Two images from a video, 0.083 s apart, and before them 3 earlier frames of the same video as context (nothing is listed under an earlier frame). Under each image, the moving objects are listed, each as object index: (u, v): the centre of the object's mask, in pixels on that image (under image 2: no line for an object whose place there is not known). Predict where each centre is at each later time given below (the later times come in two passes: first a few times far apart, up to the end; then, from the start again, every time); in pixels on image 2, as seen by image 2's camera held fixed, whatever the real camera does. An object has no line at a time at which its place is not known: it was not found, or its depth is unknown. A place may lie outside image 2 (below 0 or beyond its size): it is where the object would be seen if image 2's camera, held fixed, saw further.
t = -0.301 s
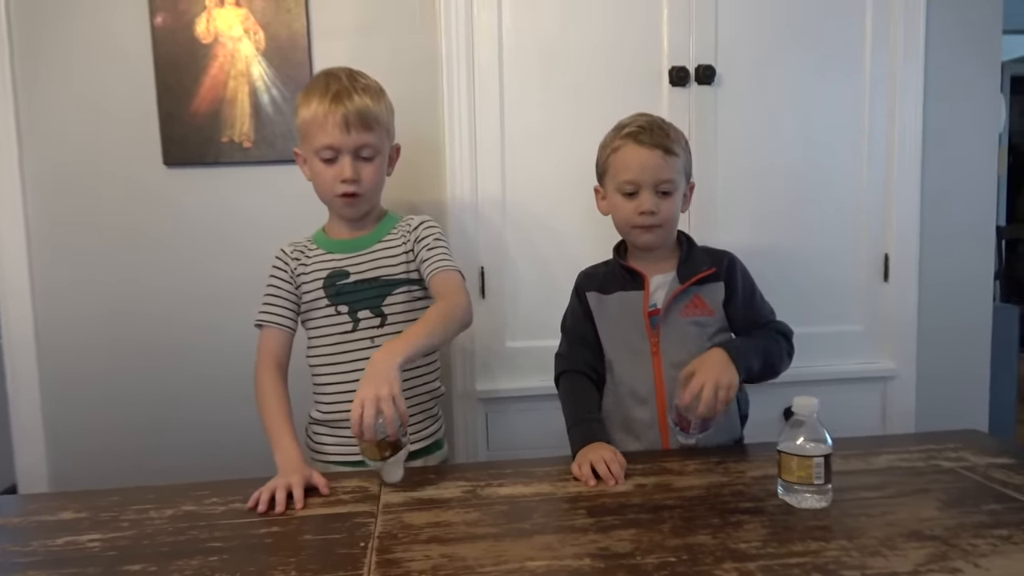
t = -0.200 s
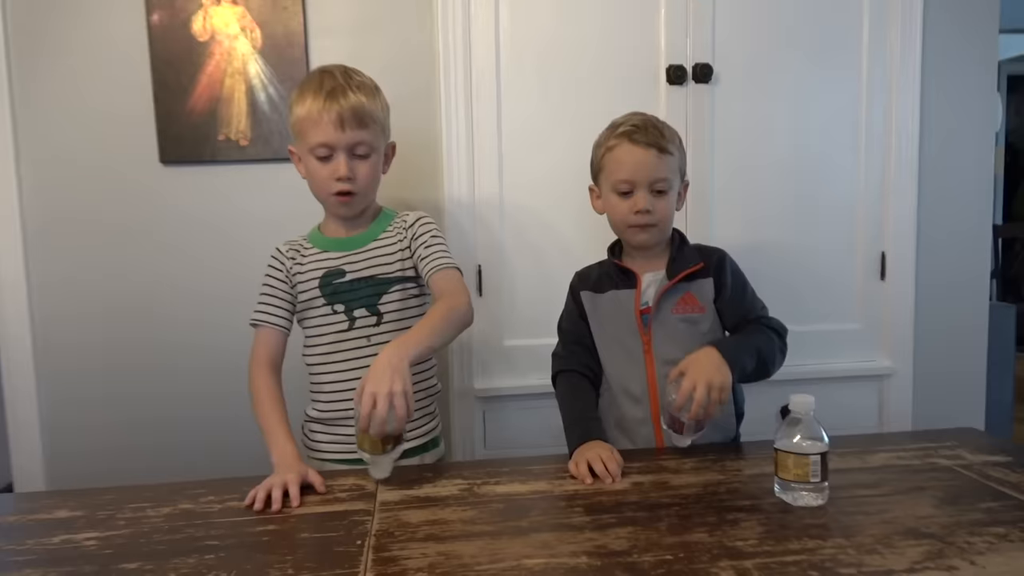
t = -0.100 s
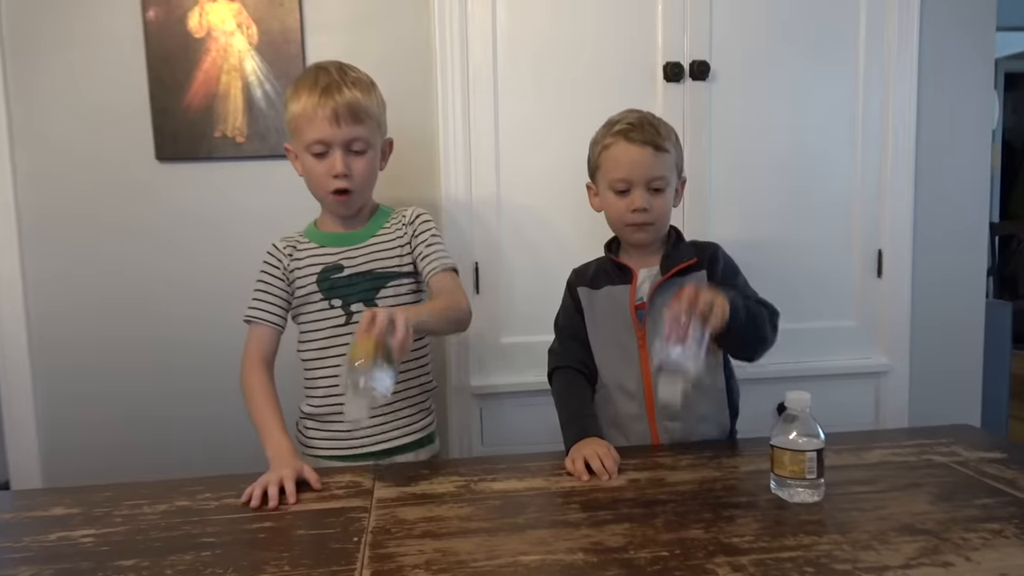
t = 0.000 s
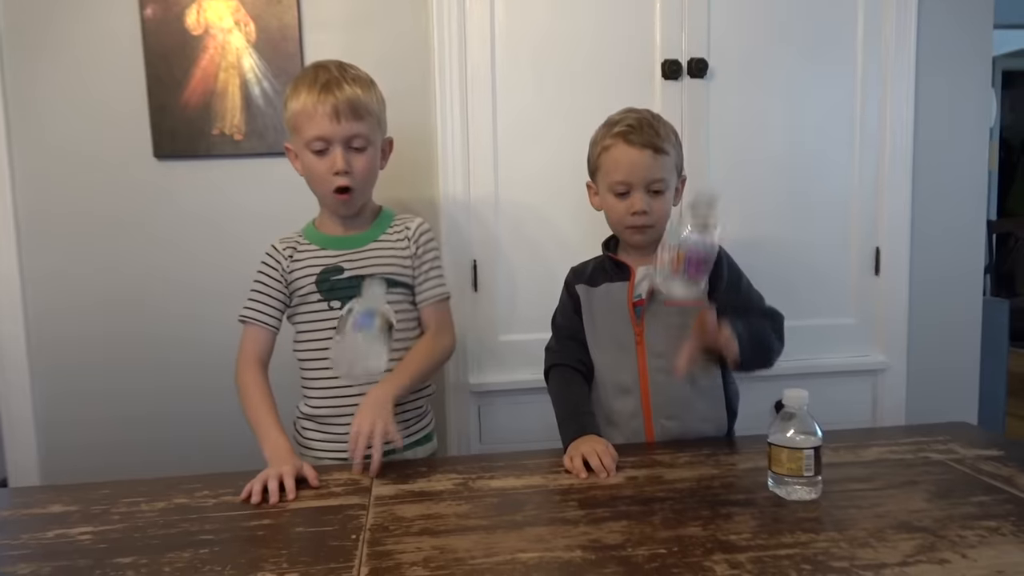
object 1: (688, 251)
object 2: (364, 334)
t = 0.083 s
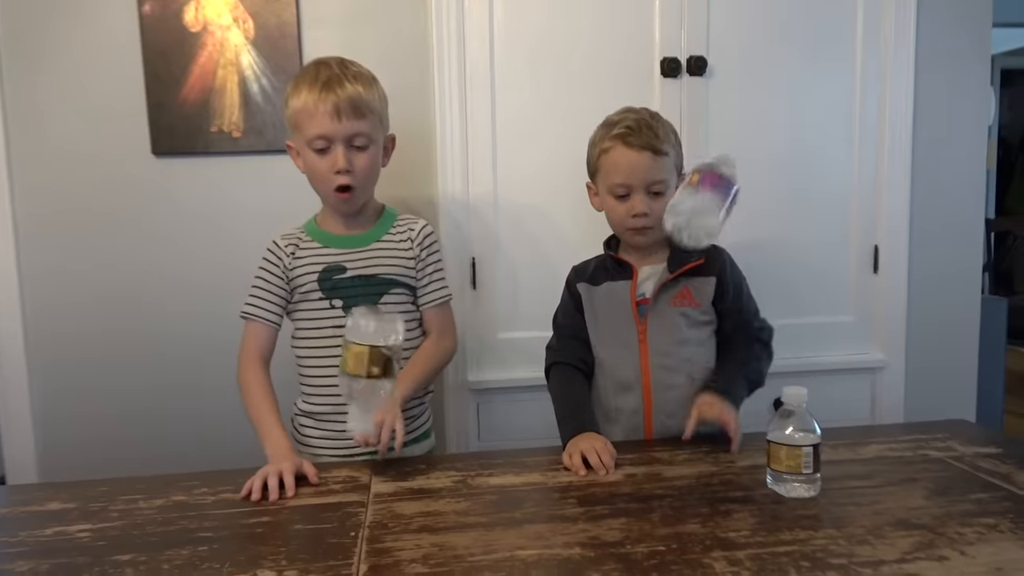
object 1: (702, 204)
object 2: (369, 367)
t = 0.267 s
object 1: (747, 331)
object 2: (393, 512)
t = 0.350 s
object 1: (769, 484)
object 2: (408, 518)
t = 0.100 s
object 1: (705, 202)
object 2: (370, 382)
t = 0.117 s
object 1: (710, 200)
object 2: (371, 402)
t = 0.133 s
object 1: (714, 203)
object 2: (371, 420)
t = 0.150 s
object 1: (719, 206)
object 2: (376, 437)
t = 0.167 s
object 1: (725, 209)
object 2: (378, 457)
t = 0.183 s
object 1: (730, 222)
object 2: (382, 485)
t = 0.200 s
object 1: (733, 235)
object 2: (383, 500)
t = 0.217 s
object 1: (736, 256)
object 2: (386, 501)
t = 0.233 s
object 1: (740, 278)
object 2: (389, 505)
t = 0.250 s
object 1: (742, 304)
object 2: (391, 509)
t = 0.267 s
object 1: (747, 331)
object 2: (393, 512)
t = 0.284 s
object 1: (749, 364)
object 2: (396, 517)
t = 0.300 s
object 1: (753, 397)
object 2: (399, 517)
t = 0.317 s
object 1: (758, 436)
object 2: (403, 518)
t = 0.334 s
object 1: (762, 474)
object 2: (405, 517)
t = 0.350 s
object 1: (769, 484)
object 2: (408, 518)
